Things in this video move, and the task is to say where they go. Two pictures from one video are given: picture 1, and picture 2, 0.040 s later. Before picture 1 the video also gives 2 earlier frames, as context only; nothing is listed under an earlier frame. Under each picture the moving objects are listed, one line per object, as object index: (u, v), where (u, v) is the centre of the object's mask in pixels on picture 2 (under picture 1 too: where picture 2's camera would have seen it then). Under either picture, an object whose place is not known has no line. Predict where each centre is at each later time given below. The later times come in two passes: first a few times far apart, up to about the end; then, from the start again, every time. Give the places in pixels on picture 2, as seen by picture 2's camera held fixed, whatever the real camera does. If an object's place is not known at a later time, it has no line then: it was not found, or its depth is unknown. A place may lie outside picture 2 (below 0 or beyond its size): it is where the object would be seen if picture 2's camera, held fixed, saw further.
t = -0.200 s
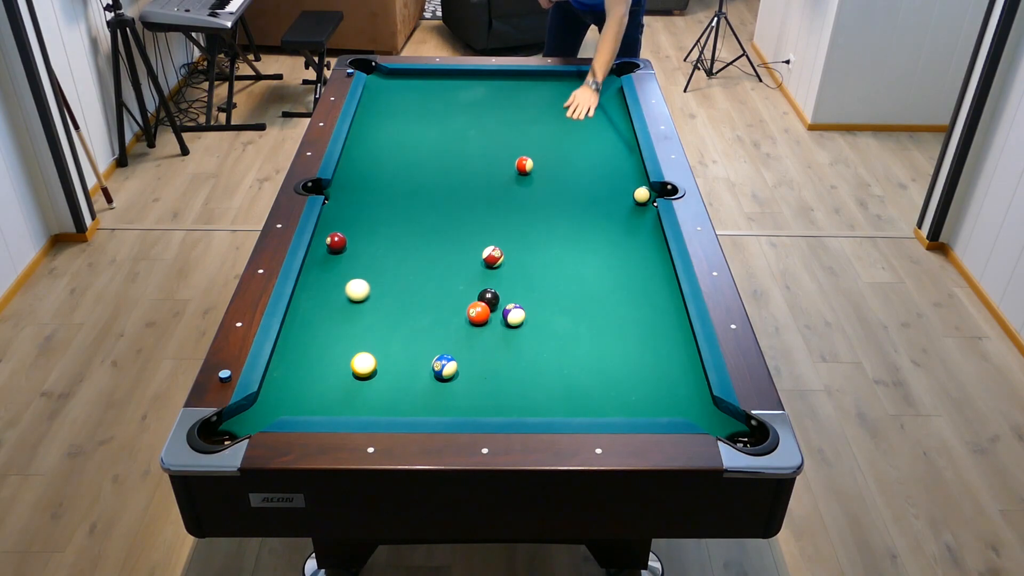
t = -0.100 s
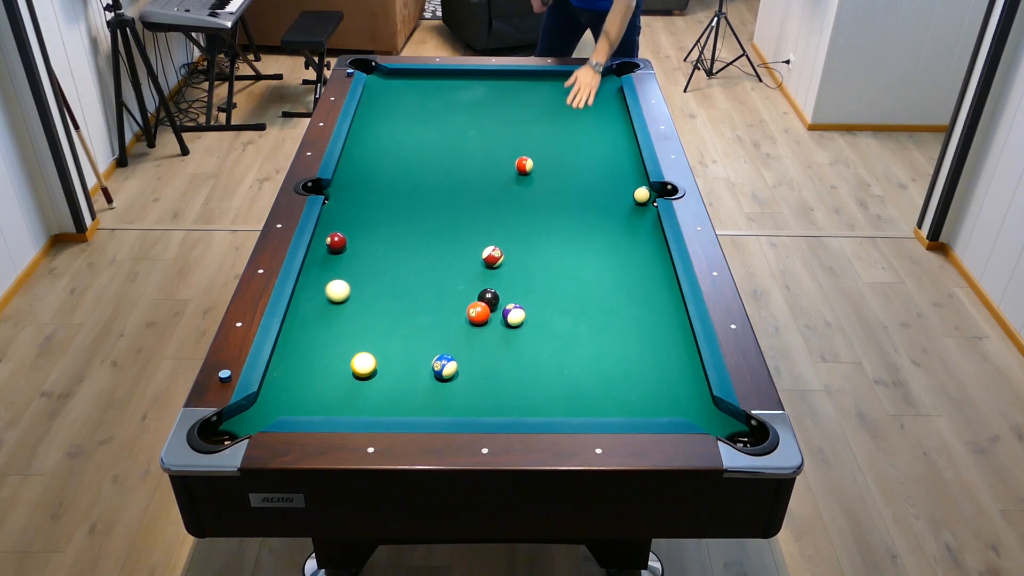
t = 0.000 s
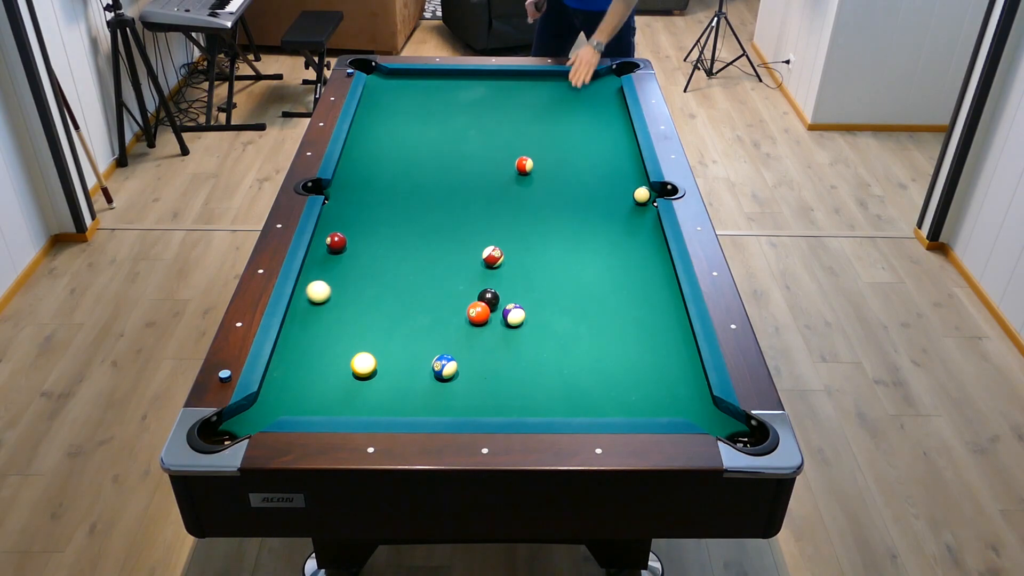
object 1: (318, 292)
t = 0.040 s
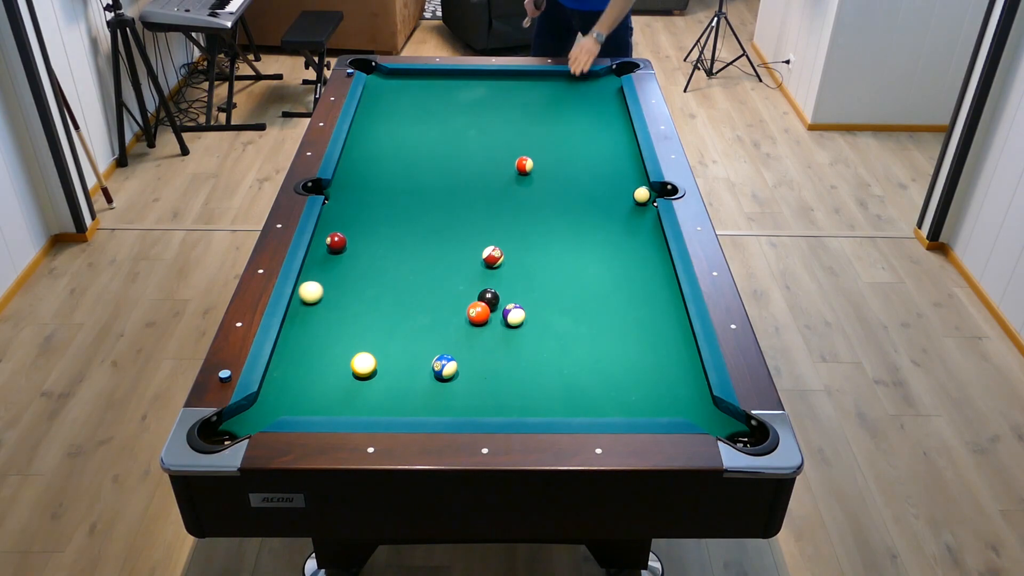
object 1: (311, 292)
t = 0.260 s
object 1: (321, 292)
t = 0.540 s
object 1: (347, 292)
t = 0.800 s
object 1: (369, 291)
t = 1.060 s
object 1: (390, 291)
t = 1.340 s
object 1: (409, 291)
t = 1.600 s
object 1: (425, 291)
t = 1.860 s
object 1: (438, 292)
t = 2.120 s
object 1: (449, 293)
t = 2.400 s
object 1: (459, 293)
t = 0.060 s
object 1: (307, 292)
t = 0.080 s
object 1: (303, 292)
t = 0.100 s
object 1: (304, 292)
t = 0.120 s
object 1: (307, 292)
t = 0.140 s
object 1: (309, 292)
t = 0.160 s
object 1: (311, 292)
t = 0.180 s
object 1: (313, 292)
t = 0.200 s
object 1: (315, 292)
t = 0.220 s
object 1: (317, 292)
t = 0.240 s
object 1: (319, 292)
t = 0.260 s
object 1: (321, 292)
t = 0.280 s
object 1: (323, 292)
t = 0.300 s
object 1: (325, 292)
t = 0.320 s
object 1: (326, 292)
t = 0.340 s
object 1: (328, 292)
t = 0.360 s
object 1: (330, 292)
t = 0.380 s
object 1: (332, 292)
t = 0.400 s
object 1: (334, 292)
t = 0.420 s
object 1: (336, 292)
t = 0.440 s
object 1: (338, 292)
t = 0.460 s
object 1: (340, 292)
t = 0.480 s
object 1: (342, 292)
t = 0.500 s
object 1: (343, 292)
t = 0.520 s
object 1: (345, 292)
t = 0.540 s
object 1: (347, 292)
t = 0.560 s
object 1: (349, 292)
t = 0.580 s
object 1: (351, 292)
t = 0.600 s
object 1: (352, 292)
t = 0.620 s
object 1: (354, 292)
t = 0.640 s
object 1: (356, 291)
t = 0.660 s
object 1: (358, 291)
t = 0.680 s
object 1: (359, 291)
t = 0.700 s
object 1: (361, 291)
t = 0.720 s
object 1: (363, 291)
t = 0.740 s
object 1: (364, 291)
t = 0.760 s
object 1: (366, 291)
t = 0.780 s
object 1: (368, 291)
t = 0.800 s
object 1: (369, 291)
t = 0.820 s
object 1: (371, 291)
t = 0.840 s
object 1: (373, 291)
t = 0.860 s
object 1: (374, 291)
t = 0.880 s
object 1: (376, 291)
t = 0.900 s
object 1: (378, 291)
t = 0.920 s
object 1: (379, 291)
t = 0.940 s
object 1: (381, 291)
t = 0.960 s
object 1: (382, 291)
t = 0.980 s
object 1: (384, 291)
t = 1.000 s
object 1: (385, 291)
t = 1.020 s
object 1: (387, 291)
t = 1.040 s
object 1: (388, 291)
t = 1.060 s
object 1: (390, 291)
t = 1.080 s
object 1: (391, 291)
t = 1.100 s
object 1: (393, 291)
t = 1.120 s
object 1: (394, 291)
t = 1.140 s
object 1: (396, 291)
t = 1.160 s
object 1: (397, 291)
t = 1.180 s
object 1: (398, 291)
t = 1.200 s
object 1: (400, 291)
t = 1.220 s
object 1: (401, 291)
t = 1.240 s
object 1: (403, 291)
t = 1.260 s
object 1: (404, 291)
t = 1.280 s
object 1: (405, 291)
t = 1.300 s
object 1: (407, 291)
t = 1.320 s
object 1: (408, 291)
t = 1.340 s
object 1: (409, 291)
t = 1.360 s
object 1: (410, 291)
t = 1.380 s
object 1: (412, 291)
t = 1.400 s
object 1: (413, 291)
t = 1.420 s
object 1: (414, 291)
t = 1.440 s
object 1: (415, 291)
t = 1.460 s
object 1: (417, 291)
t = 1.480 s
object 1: (418, 291)
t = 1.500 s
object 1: (419, 291)
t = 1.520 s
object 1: (420, 291)
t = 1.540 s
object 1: (421, 291)
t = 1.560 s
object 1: (423, 291)
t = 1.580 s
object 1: (424, 292)
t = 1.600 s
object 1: (425, 291)
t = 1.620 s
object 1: (426, 292)
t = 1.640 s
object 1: (427, 292)
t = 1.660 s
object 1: (428, 292)
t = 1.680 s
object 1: (429, 292)
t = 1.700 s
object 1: (430, 292)
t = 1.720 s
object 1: (431, 292)
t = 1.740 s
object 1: (432, 292)
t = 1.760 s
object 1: (433, 292)
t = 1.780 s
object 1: (434, 292)
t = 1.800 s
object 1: (435, 292)
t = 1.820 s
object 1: (436, 292)
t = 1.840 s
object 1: (437, 292)
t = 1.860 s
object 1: (438, 292)
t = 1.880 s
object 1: (439, 292)
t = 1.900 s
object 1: (440, 292)
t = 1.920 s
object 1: (441, 292)
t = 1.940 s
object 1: (442, 292)
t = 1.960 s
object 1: (443, 292)
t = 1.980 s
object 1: (444, 292)
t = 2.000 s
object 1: (445, 292)
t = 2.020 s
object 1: (445, 292)
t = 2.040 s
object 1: (446, 292)
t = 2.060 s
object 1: (447, 292)
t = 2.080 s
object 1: (448, 292)
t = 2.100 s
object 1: (449, 292)
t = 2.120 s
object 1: (449, 293)
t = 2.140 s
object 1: (450, 293)
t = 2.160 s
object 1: (451, 293)
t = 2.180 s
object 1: (452, 293)
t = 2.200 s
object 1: (452, 293)
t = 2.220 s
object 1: (453, 293)
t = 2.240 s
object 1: (454, 293)
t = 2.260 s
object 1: (455, 293)
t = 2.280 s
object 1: (455, 293)
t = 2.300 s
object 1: (456, 293)
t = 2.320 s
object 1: (457, 293)
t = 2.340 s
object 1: (457, 293)
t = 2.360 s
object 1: (458, 293)
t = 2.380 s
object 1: (458, 293)
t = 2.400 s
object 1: (459, 293)
